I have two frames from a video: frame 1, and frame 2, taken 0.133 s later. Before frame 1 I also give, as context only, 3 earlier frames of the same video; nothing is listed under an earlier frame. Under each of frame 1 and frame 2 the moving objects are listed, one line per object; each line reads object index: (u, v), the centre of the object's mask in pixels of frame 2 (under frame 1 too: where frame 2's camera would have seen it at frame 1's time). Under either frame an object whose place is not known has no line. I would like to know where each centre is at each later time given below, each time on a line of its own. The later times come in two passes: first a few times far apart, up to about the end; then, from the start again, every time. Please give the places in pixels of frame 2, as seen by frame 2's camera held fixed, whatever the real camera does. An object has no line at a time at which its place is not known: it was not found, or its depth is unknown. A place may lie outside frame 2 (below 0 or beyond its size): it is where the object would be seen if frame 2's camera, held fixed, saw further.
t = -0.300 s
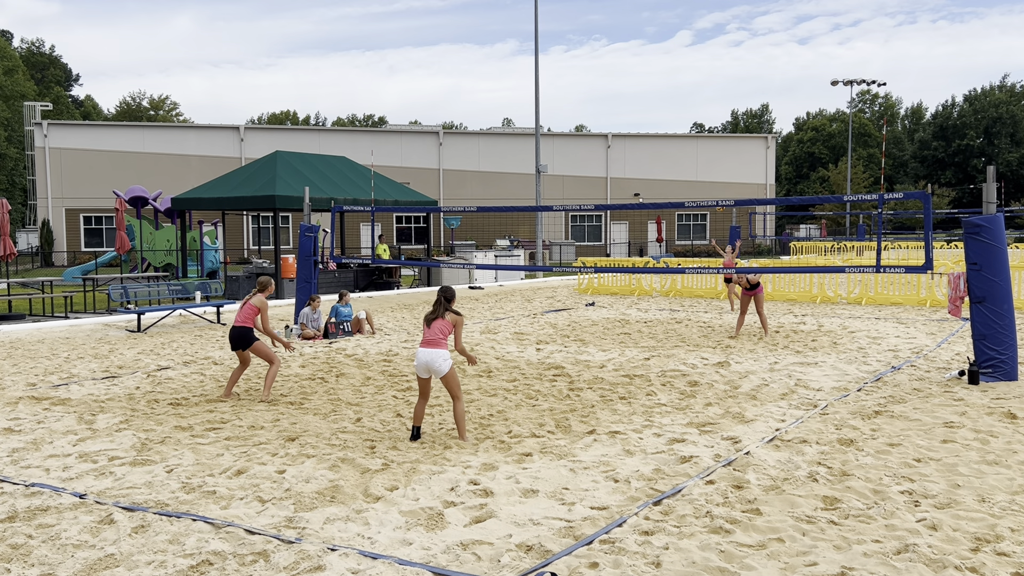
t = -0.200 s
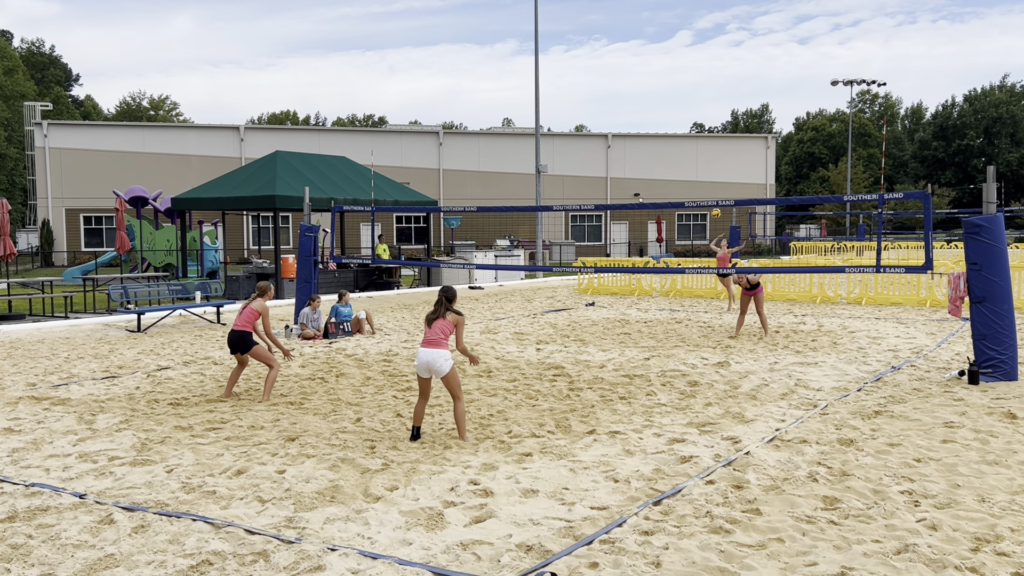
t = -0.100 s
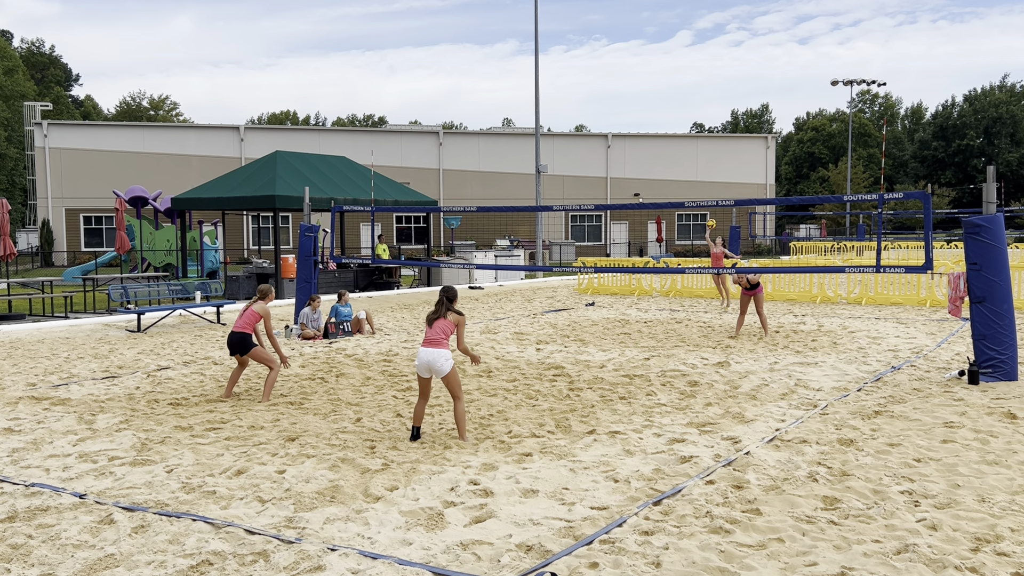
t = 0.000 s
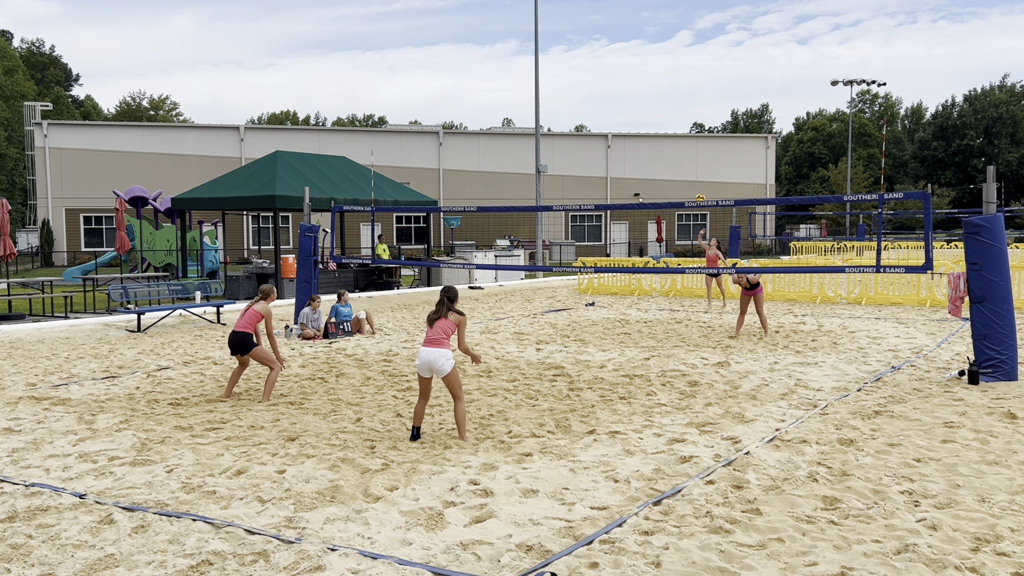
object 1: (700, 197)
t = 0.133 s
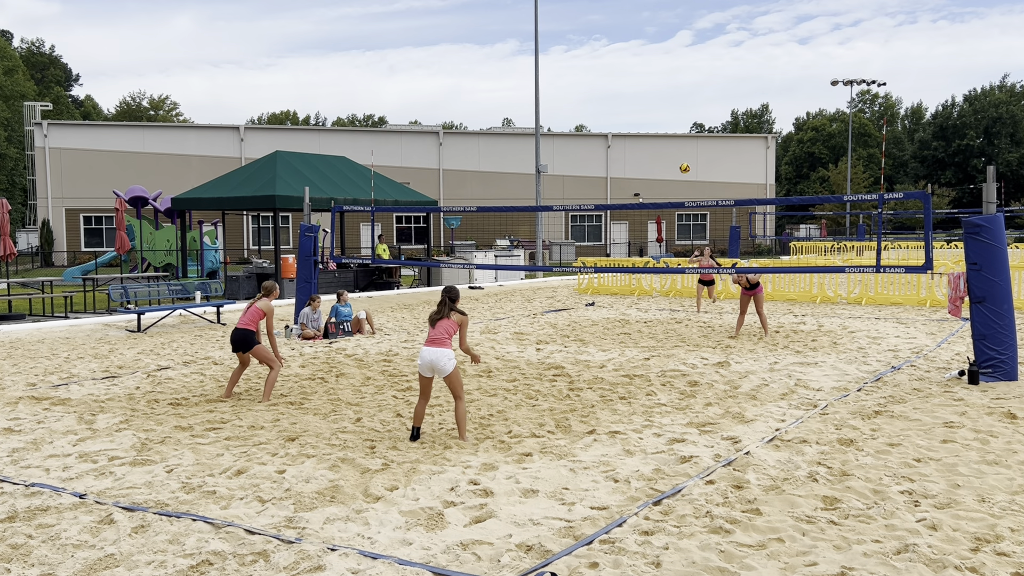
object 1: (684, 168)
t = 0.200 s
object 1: (676, 155)
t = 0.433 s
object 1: (644, 123)
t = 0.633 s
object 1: (611, 116)
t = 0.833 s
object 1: (573, 139)
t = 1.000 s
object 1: (538, 186)
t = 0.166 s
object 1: (680, 162)
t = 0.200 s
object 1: (676, 155)
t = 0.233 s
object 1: (672, 149)
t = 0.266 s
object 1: (668, 144)
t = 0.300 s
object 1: (663, 139)
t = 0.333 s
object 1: (659, 134)
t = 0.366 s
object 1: (654, 130)
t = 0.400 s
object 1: (649, 126)
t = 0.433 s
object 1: (644, 123)
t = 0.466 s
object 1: (639, 120)
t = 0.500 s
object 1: (634, 118)
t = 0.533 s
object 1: (628, 116)
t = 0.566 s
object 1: (623, 116)
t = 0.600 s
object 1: (617, 115)
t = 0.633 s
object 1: (611, 116)
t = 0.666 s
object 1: (605, 118)
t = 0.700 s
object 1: (599, 120)
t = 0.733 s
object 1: (593, 124)
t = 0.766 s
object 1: (586, 128)
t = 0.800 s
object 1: (580, 132)
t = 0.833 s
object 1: (573, 139)
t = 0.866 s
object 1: (567, 146)
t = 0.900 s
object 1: (560, 154)
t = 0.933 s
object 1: (553, 164)
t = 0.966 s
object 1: (546, 174)
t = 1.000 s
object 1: (538, 186)
